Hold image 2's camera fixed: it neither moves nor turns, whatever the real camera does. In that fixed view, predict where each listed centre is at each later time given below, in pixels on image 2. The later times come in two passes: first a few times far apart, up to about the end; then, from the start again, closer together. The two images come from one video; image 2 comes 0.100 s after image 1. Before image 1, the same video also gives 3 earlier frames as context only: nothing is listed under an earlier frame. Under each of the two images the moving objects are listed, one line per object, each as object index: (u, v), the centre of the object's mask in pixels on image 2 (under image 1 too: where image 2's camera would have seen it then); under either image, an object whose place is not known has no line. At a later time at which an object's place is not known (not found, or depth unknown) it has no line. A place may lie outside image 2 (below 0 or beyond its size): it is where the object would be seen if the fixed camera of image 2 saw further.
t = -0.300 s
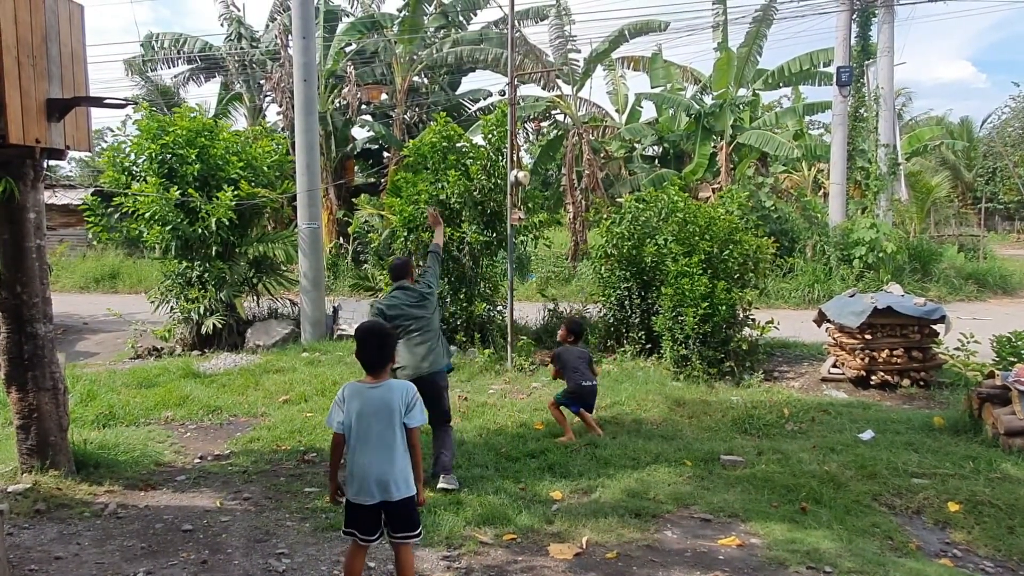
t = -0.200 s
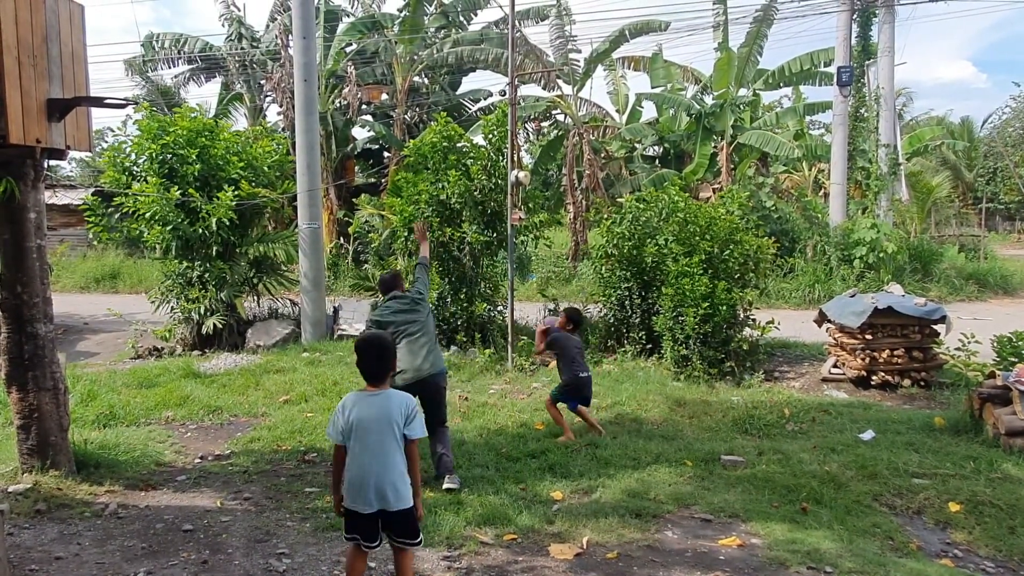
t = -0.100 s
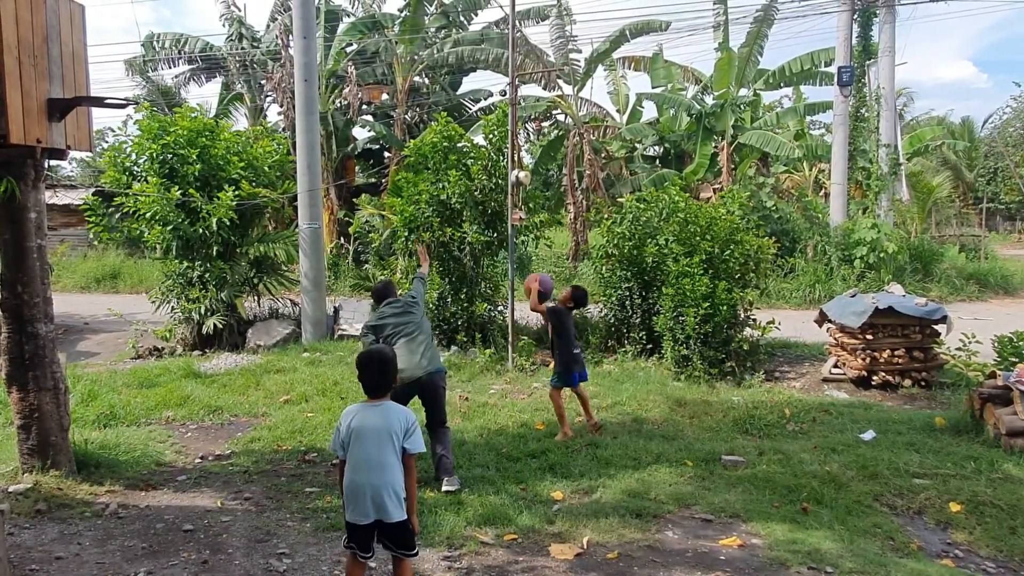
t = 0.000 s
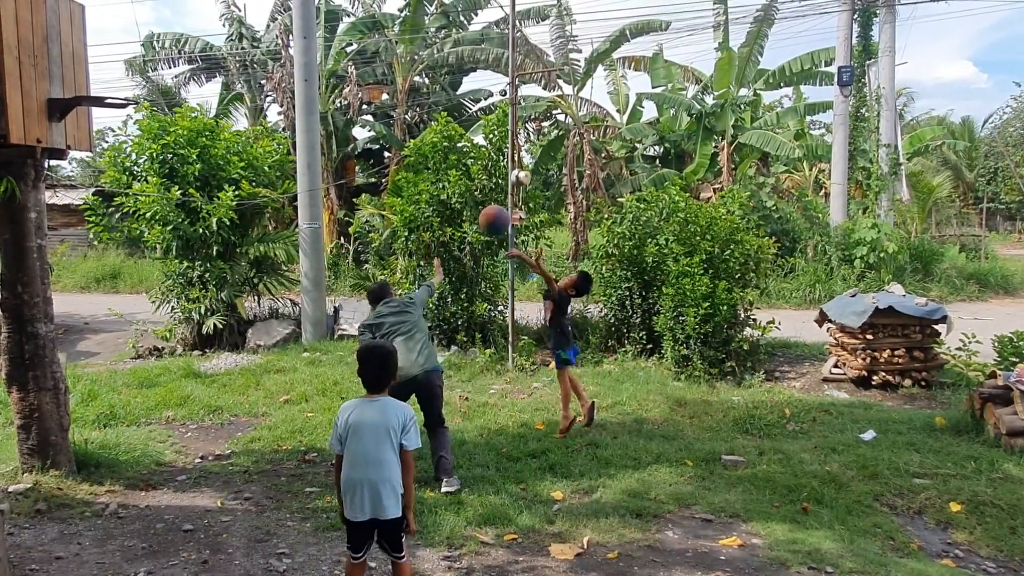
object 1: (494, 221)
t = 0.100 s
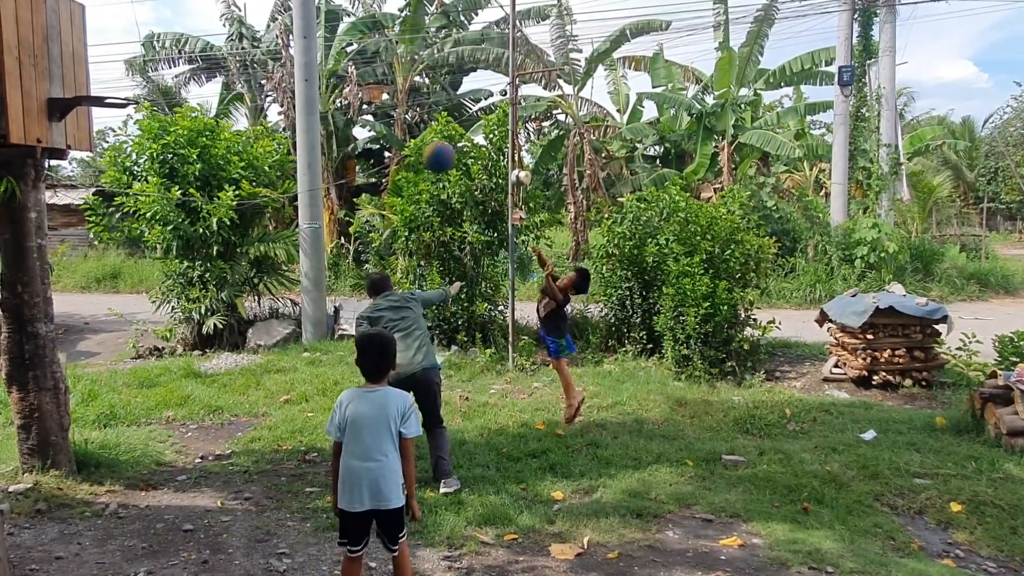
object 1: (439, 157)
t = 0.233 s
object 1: (359, 88)
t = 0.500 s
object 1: (179, 14)
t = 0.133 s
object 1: (420, 138)
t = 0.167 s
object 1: (400, 121)
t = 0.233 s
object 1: (359, 88)
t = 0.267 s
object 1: (338, 73)
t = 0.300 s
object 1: (316, 60)
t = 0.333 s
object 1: (295, 48)
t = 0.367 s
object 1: (272, 37)
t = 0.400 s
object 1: (250, 28)
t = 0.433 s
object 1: (226, 20)
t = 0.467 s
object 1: (203, 16)
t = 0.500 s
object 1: (179, 14)
